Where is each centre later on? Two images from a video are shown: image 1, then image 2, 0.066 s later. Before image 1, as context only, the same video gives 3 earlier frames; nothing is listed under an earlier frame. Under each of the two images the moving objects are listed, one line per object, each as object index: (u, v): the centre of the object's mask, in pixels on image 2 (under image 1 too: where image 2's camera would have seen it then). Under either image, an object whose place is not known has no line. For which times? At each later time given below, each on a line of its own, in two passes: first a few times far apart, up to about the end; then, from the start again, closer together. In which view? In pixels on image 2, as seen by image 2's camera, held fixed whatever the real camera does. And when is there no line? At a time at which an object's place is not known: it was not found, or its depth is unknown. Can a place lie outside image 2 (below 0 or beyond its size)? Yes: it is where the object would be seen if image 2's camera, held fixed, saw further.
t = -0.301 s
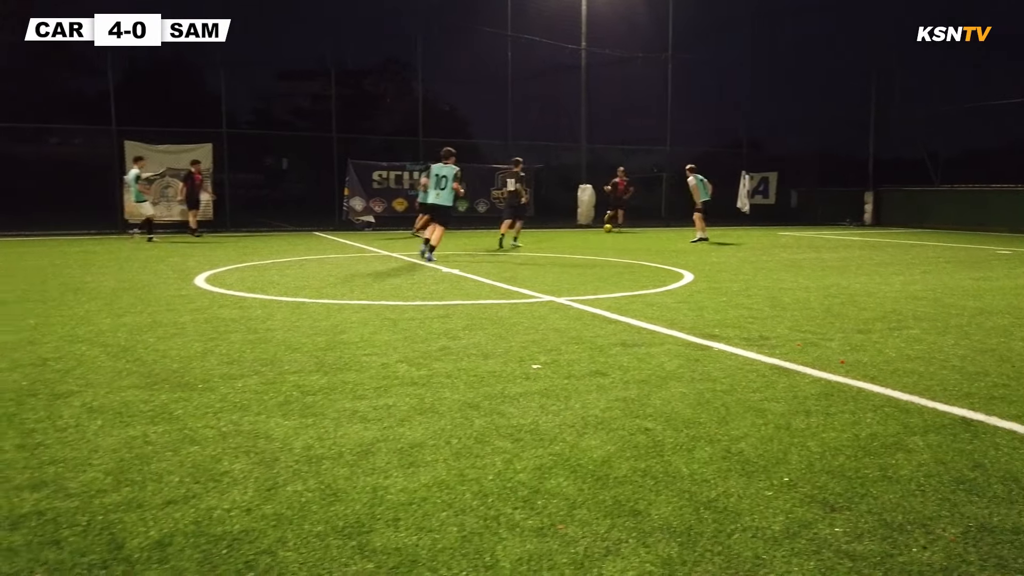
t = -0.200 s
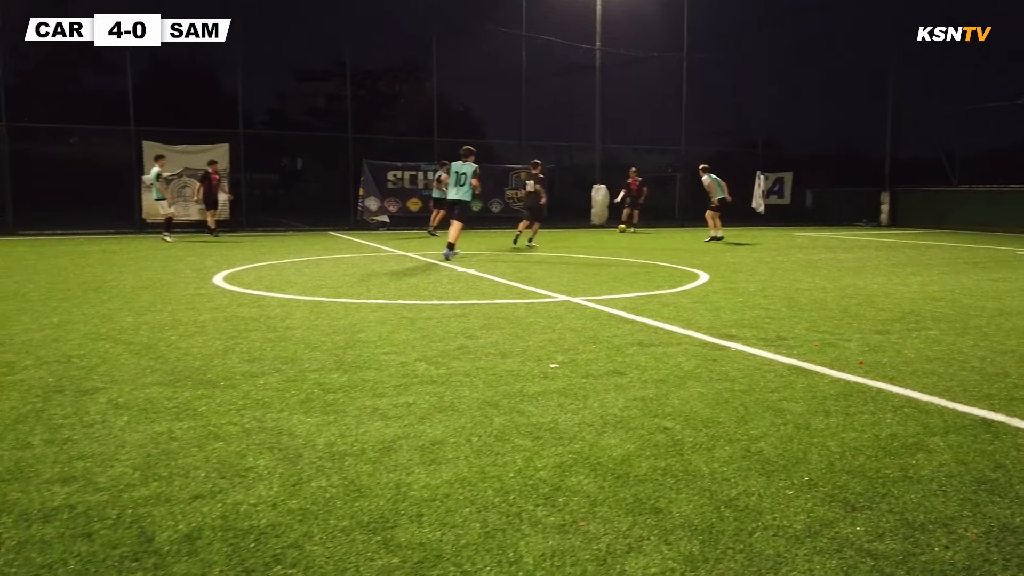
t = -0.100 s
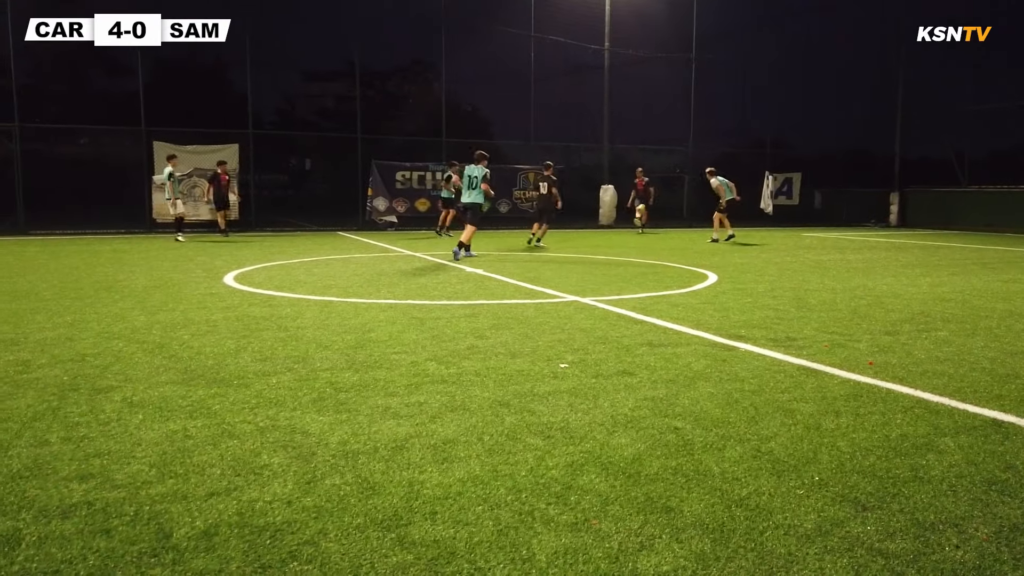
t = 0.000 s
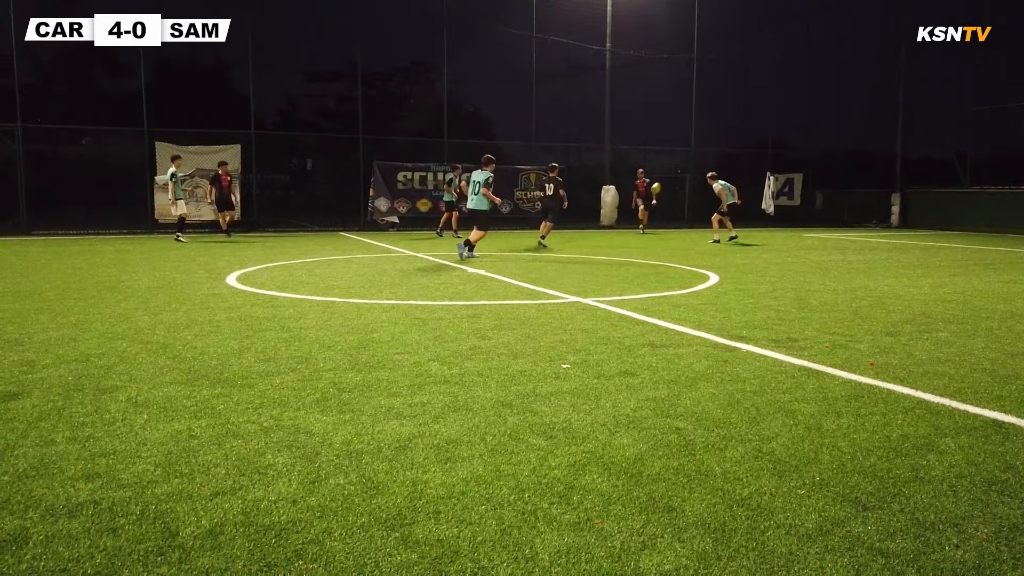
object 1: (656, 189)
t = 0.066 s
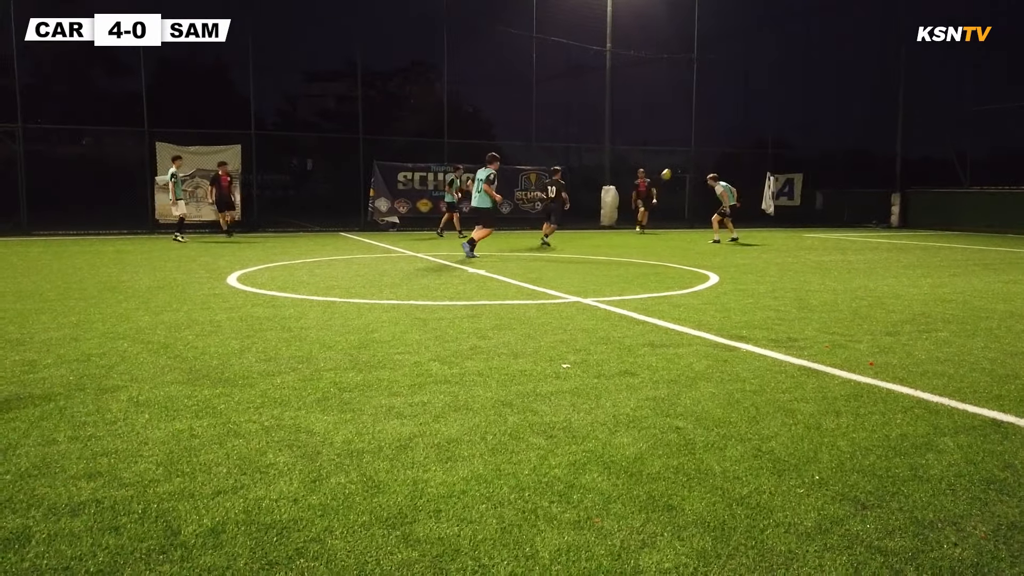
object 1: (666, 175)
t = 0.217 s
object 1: (692, 145)
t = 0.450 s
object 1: (741, 109)
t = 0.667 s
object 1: (800, 90)
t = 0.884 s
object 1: (875, 93)
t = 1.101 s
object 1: (979, 133)
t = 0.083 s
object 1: (669, 171)
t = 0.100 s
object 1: (671, 168)
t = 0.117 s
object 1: (674, 164)
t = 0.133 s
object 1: (677, 161)
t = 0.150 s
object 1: (680, 158)
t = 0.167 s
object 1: (683, 155)
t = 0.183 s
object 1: (686, 152)
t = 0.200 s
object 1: (689, 148)
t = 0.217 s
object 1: (692, 145)
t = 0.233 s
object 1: (695, 143)
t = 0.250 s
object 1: (698, 140)
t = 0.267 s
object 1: (701, 137)
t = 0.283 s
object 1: (705, 134)
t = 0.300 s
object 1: (708, 131)
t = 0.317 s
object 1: (712, 129)
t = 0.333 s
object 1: (715, 126)
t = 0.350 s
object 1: (719, 123)
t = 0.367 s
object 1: (722, 121)
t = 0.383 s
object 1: (725, 118)
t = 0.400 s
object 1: (729, 116)
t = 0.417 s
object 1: (733, 114)
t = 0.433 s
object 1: (737, 111)
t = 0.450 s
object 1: (741, 109)
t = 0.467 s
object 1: (745, 107)
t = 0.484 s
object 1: (749, 105)
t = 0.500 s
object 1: (753, 103)
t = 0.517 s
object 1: (758, 102)
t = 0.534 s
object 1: (762, 100)
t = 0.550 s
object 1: (766, 98)
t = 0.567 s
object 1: (770, 97)
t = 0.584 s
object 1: (775, 95)
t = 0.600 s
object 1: (780, 94)
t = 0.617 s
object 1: (784, 93)
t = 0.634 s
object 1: (789, 92)
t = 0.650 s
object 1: (794, 91)
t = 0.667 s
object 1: (800, 90)
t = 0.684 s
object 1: (805, 89)
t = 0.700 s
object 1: (810, 89)
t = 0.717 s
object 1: (815, 88)
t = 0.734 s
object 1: (821, 88)
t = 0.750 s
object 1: (826, 88)
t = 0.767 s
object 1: (832, 88)
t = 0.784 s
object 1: (837, 88)
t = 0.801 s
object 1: (844, 89)
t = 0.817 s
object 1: (850, 90)
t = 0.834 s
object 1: (856, 90)
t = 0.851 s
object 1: (862, 91)
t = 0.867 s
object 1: (869, 92)
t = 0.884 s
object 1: (875, 93)
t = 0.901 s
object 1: (882, 94)
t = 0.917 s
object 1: (889, 96)
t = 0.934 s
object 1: (896, 98)
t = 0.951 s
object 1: (903, 101)
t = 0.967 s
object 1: (911, 103)
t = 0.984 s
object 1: (919, 106)
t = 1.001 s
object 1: (927, 108)
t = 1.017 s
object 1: (935, 111)
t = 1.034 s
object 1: (944, 116)
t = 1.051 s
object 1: (952, 119)
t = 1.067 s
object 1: (961, 123)
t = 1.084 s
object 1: (970, 128)
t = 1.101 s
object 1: (979, 133)
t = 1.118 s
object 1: (990, 138)
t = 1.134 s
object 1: (999, 143)
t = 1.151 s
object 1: (1009, 149)
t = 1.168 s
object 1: (1019, 155)
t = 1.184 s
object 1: (1030, 162)
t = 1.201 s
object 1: (1041, 169)
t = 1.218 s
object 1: (1053, 176)
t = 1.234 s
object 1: (1065, 185)
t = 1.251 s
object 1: (1079, 193)
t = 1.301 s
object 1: (1118, 222)
